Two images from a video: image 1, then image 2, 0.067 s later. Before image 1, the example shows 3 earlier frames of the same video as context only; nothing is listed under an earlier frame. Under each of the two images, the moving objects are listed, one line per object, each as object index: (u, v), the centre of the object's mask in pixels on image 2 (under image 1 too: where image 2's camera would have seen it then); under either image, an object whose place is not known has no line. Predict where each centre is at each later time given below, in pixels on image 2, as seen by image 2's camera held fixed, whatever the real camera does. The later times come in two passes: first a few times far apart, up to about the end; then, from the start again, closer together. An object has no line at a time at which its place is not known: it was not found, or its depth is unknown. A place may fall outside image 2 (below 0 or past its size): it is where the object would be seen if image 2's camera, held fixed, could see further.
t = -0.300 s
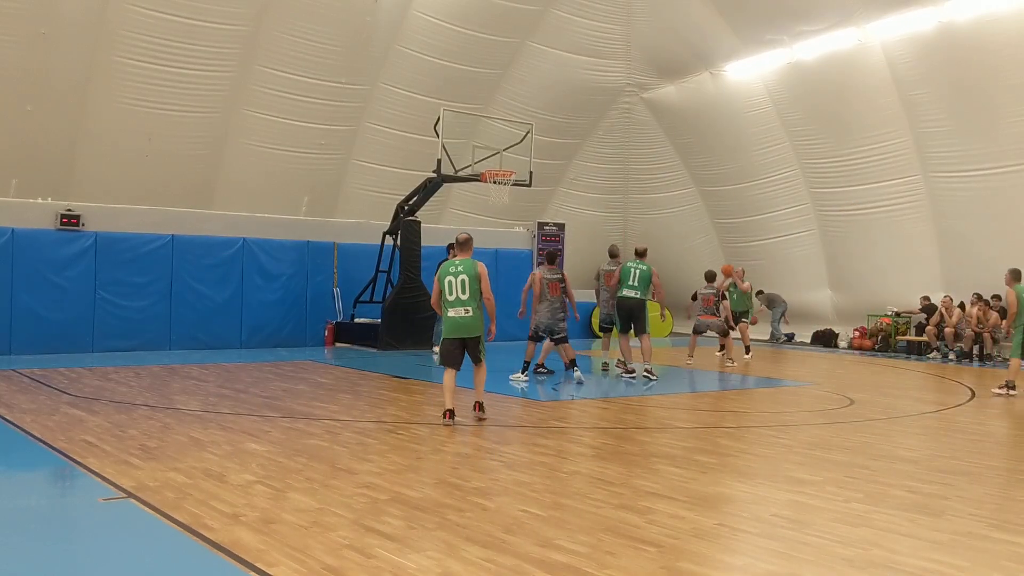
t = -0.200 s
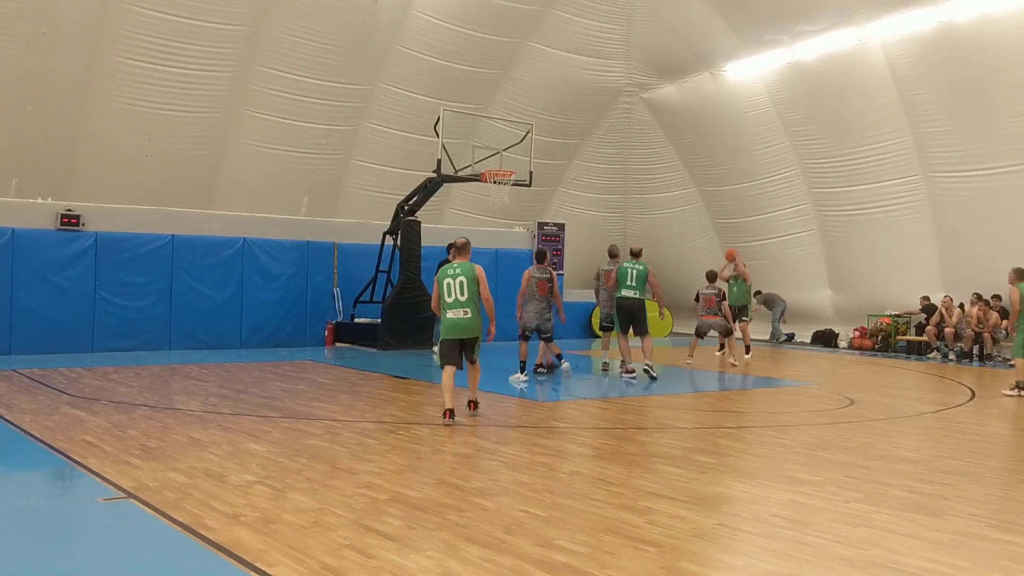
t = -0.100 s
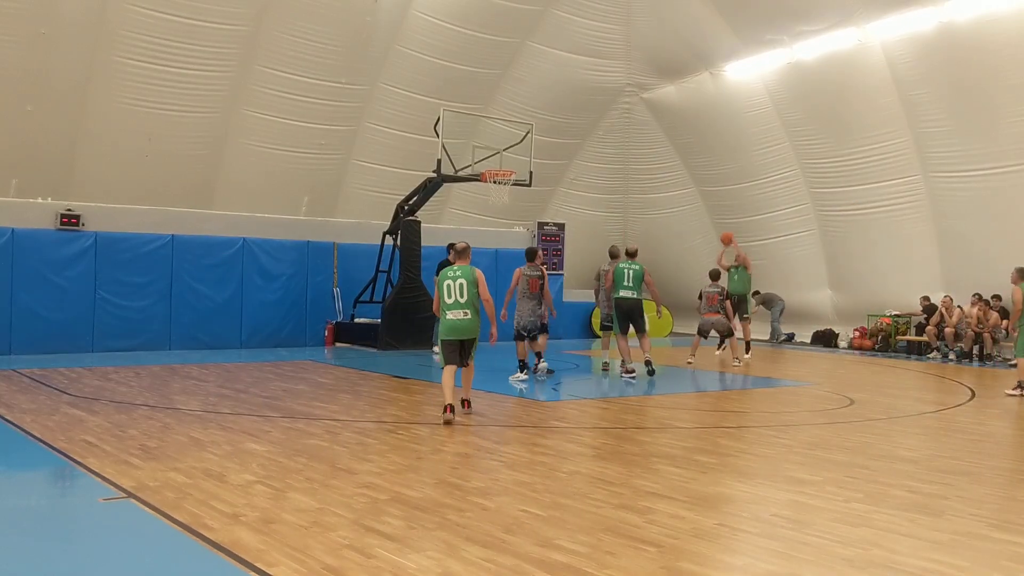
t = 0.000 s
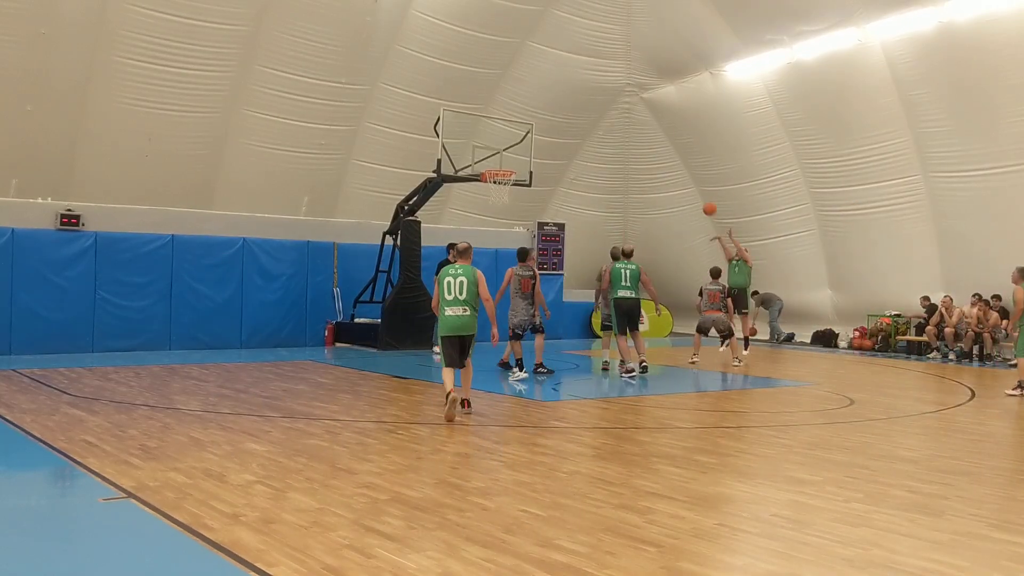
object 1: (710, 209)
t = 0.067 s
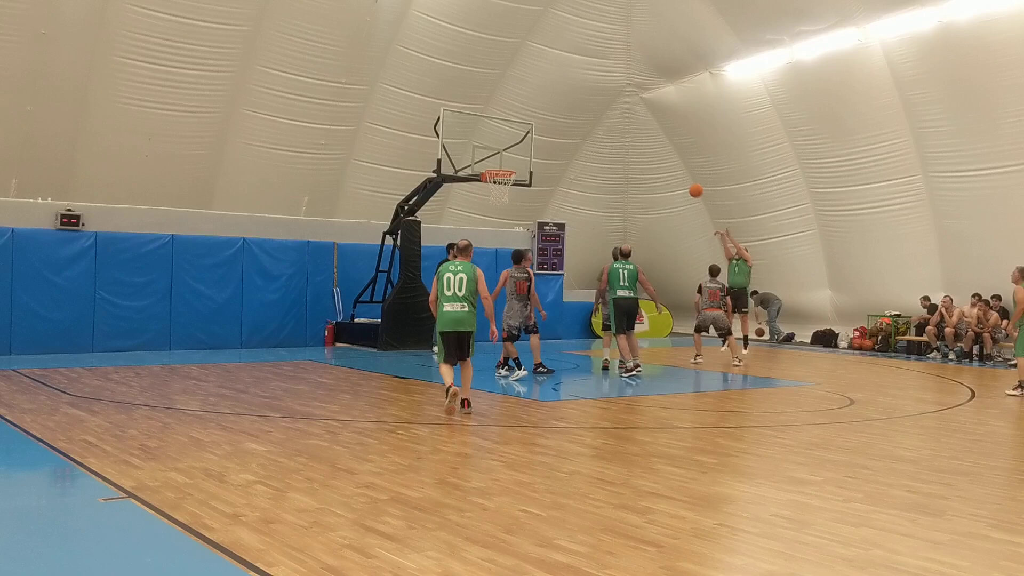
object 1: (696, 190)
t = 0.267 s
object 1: (654, 149)
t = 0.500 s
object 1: (602, 127)
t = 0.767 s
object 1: (537, 141)
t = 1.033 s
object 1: (500, 195)
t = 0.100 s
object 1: (689, 182)
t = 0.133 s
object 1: (682, 174)
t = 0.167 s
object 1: (675, 167)
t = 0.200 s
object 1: (668, 160)
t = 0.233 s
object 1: (661, 154)
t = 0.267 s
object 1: (654, 149)
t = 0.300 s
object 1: (646, 144)
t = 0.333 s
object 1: (639, 140)
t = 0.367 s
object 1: (632, 136)
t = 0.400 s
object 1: (624, 133)
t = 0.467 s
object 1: (609, 128)
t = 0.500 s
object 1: (602, 127)
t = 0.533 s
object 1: (594, 126)
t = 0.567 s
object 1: (586, 126)
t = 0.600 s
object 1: (578, 127)
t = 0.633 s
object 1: (570, 128)
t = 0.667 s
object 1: (562, 130)
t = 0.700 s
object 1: (554, 133)
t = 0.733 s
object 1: (546, 136)
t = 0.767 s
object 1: (537, 141)
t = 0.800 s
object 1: (529, 145)
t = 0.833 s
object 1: (520, 151)
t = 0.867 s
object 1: (512, 157)
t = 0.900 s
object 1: (503, 163)
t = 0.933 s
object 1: (490, 172)
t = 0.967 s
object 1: (492, 180)
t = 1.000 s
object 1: (497, 188)
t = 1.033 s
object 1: (500, 195)
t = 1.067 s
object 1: (503, 200)
